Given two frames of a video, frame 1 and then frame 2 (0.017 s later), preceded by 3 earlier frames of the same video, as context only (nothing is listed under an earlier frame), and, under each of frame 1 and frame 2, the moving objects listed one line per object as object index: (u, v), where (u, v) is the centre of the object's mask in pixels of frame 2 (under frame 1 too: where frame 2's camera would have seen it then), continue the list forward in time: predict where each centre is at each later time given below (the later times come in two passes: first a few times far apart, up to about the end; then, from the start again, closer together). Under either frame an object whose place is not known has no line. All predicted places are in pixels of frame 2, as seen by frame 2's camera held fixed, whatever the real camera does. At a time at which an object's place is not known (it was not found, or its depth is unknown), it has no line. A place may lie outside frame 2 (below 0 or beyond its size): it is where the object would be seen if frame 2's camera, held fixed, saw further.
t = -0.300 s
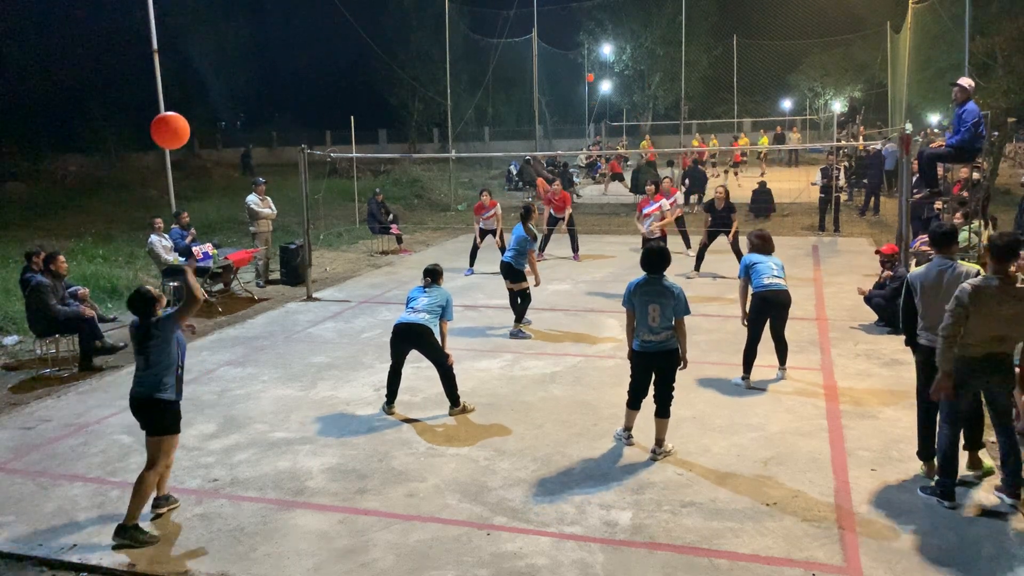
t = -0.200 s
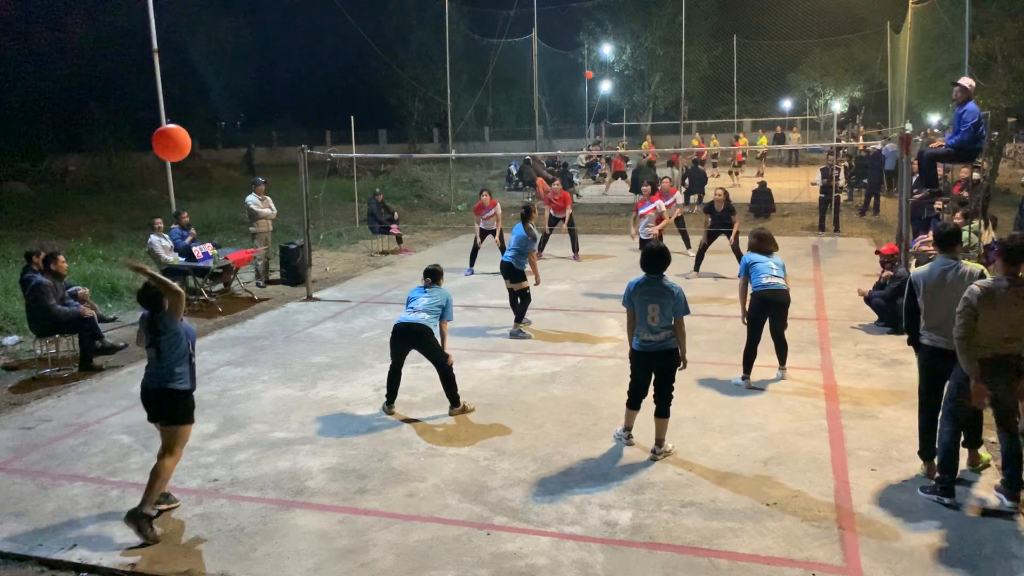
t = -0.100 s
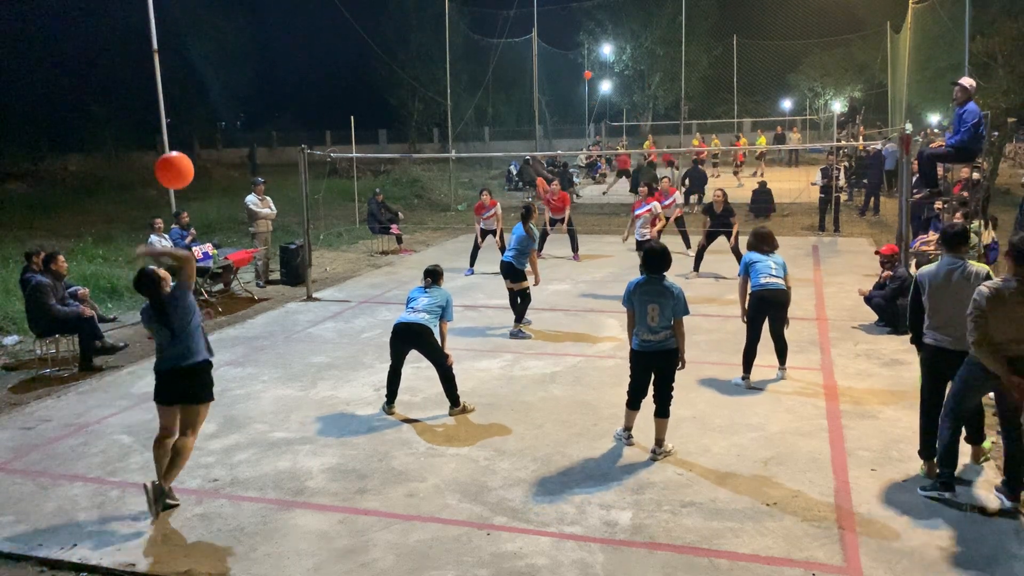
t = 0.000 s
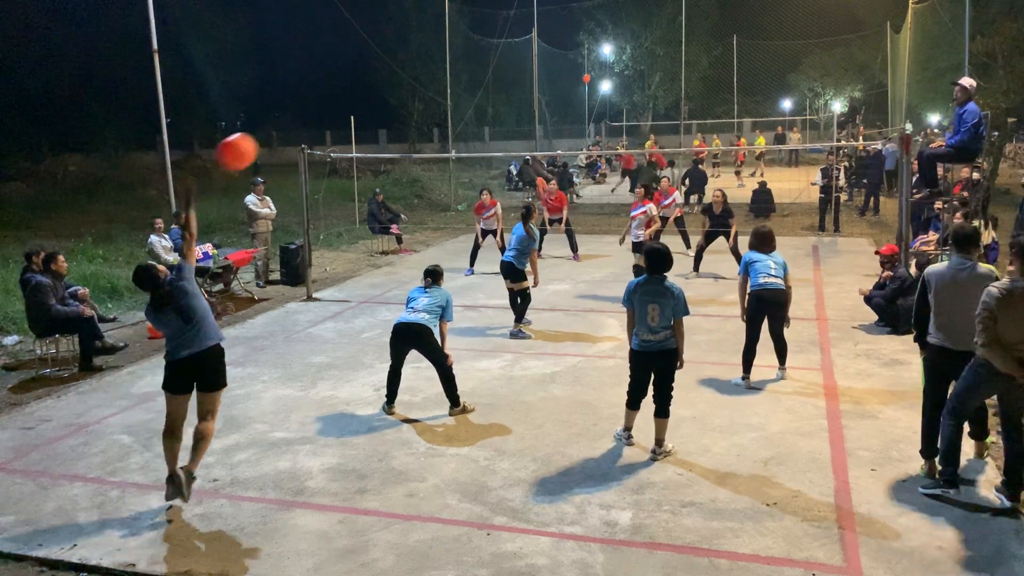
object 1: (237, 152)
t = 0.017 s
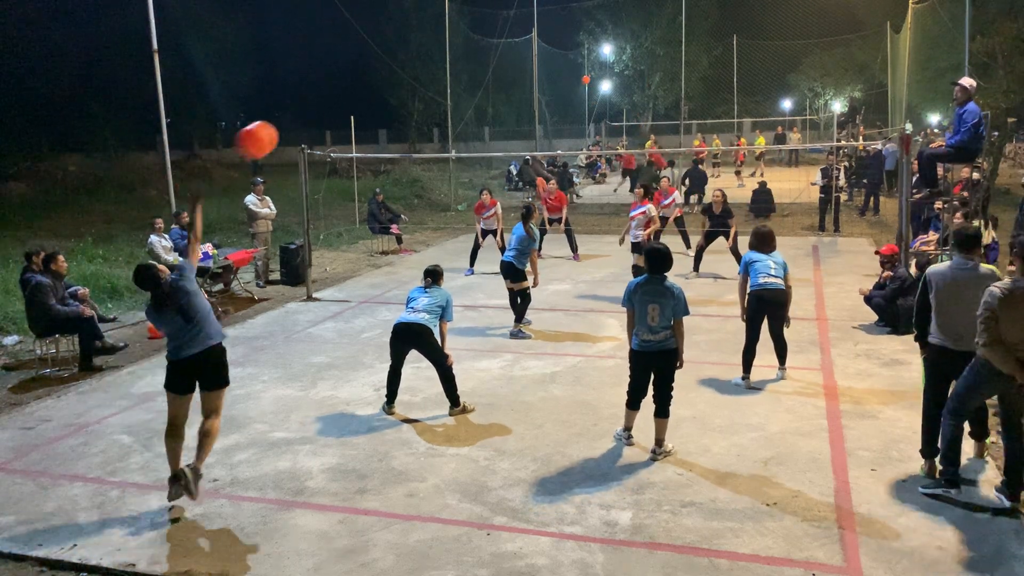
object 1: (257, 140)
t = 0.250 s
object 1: (454, 46)
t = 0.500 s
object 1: (575, 33)
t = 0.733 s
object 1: (650, 70)
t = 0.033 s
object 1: (276, 130)
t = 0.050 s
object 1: (294, 119)
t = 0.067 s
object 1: (311, 110)
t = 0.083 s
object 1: (327, 101)
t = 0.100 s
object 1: (343, 93)
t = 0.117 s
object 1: (358, 86)
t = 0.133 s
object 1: (371, 79)
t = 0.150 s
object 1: (385, 73)
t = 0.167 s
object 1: (398, 68)
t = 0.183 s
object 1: (410, 63)
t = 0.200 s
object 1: (422, 58)
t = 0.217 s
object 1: (433, 54)
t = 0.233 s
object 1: (443, 50)
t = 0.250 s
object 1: (454, 46)
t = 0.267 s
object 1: (464, 43)
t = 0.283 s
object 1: (473, 41)
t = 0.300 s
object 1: (483, 38)
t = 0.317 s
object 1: (492, 36)
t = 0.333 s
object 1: (500, 35)
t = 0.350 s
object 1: (509, 33)
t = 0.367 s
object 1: (517, 32)
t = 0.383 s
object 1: (525, 31)
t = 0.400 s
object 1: (534, 30)
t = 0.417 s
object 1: (541, 30)
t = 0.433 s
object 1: (548, 30)
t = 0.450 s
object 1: (555, 30)
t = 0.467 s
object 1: (562, 31)
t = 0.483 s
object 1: (568, 32)
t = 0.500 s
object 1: (575, 33)
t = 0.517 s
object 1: (581, 34)
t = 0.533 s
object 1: (587, 36)
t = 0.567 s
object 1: (599, 39)
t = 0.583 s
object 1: (605, 41)
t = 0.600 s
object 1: (611, 44)
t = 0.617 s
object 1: (616, 47)
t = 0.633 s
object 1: (622, 49)
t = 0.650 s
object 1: (626, 53)
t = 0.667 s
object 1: (631, 56)
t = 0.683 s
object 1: (636, 59)
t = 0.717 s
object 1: (645, 66)
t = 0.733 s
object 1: (650, 70)
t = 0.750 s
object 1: (654, 74)
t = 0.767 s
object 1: (658, 78)
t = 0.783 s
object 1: (662, 82)
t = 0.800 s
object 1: (666, 87)
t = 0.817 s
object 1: (670, 91)
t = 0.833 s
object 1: (674, 95)
